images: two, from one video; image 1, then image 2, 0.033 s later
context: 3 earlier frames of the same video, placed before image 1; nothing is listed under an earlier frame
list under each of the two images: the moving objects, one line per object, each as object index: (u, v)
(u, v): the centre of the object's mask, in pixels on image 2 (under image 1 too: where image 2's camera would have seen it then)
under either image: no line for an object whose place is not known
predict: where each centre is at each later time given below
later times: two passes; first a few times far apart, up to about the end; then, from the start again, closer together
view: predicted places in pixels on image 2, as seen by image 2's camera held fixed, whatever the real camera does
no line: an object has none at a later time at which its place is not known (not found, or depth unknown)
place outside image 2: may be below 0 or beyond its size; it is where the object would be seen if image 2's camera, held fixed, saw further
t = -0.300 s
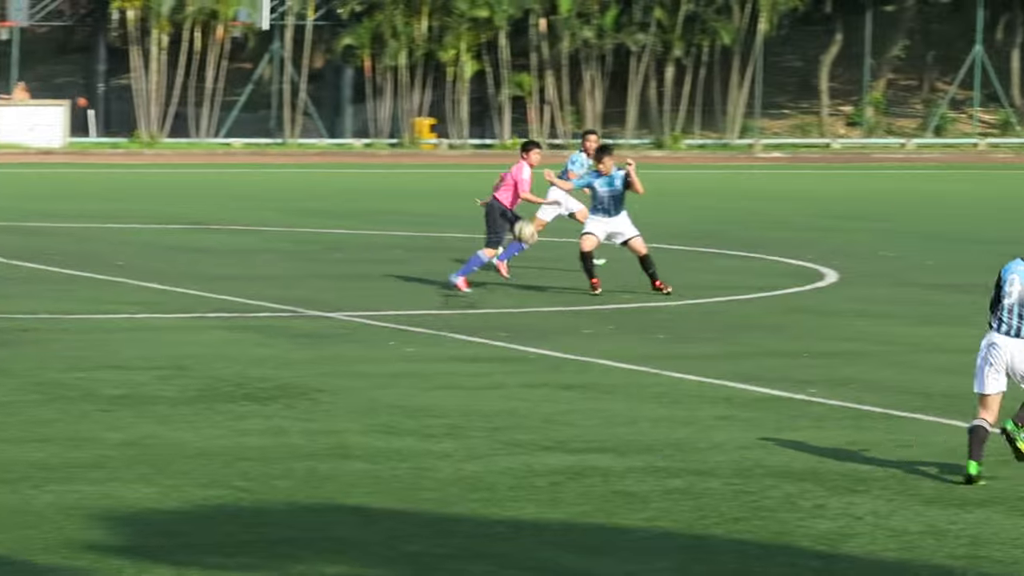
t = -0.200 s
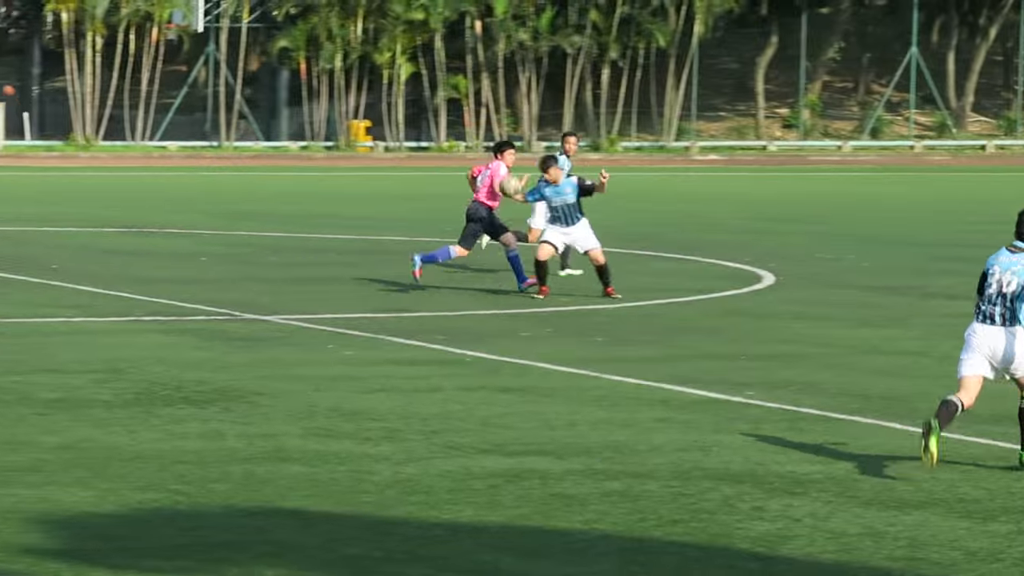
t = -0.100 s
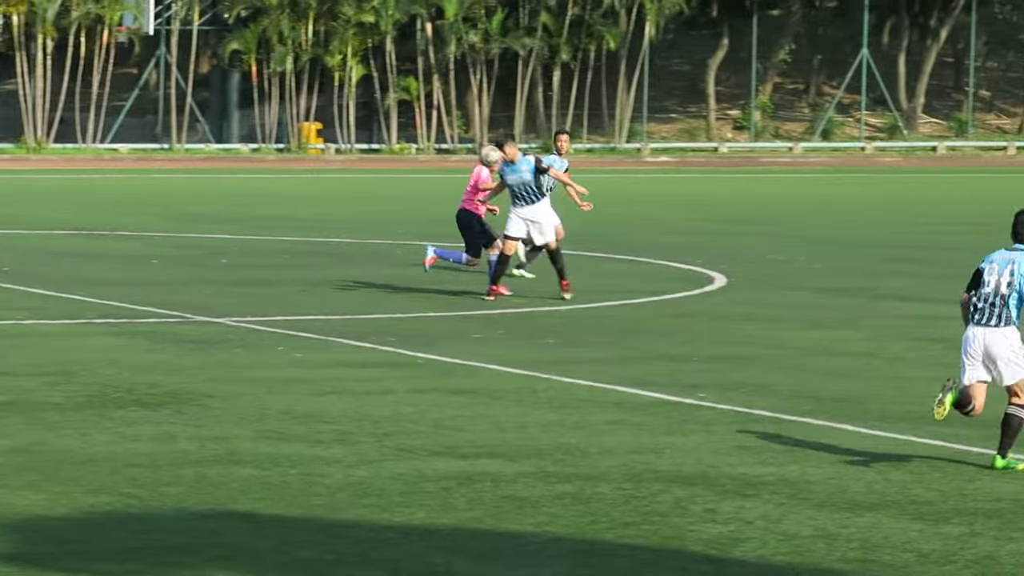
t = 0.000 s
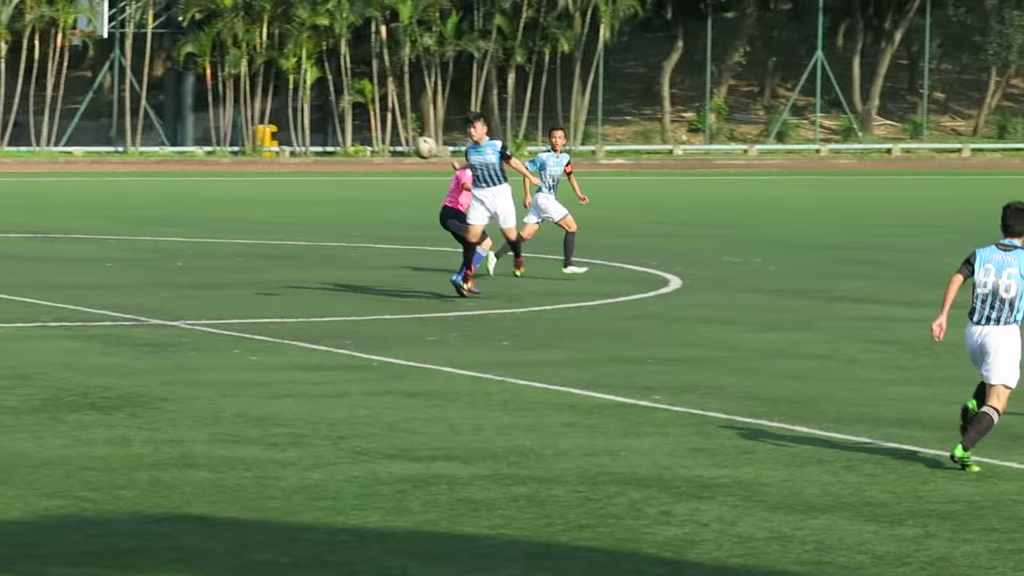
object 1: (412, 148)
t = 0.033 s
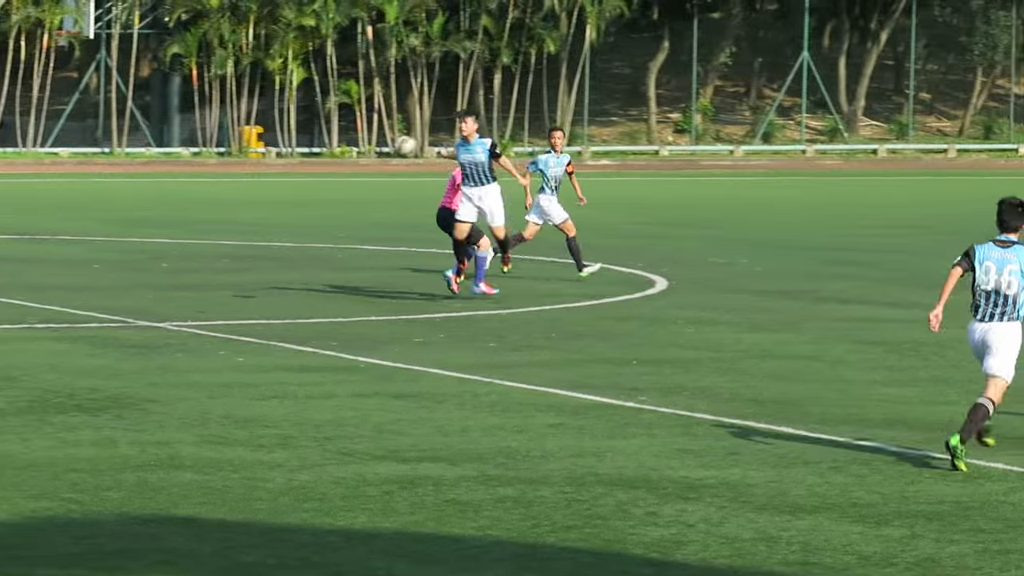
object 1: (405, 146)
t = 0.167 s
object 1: (377, 152)
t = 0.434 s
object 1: (322, 218)
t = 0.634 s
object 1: (277, 319)
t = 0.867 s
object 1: (294, 256)
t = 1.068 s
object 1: (310, 238)
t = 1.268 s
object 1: (325, 266)
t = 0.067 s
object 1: (400, 146)
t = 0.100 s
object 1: (392, 147)
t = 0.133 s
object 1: (385, 149)
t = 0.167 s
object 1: (377, 152)
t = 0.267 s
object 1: (358, 167)
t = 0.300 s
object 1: (351, 175)
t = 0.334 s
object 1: (344, 184)
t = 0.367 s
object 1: (337, 194)
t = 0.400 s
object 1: (330, 205)
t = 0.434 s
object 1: (322, 218)
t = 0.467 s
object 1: (315, 231)
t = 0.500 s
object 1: (309, 246)
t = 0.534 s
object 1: (300, 262)
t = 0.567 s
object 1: (293, 280)
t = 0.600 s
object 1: (285, 299)
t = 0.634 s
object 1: (277, 319)
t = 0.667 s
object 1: (277, 318)
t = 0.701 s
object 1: (279, 305)
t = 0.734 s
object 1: (282, 293)
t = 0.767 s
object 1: (285, 281)
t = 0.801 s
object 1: (288, 272)
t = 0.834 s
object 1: (291, 263)
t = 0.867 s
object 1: (294, 256)
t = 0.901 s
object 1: (297, 250)
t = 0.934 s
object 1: (300, 245)
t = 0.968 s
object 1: (302, 241)
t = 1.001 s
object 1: (305, 238)
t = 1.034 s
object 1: (307, 238)
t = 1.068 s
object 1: (310, 238)
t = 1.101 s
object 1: (313, 239)
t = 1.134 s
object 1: (315, 241)
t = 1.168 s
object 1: (318, 246)
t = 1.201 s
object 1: (320, 251)
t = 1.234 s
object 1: (322, 258)
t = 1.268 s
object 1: (325, 266)
